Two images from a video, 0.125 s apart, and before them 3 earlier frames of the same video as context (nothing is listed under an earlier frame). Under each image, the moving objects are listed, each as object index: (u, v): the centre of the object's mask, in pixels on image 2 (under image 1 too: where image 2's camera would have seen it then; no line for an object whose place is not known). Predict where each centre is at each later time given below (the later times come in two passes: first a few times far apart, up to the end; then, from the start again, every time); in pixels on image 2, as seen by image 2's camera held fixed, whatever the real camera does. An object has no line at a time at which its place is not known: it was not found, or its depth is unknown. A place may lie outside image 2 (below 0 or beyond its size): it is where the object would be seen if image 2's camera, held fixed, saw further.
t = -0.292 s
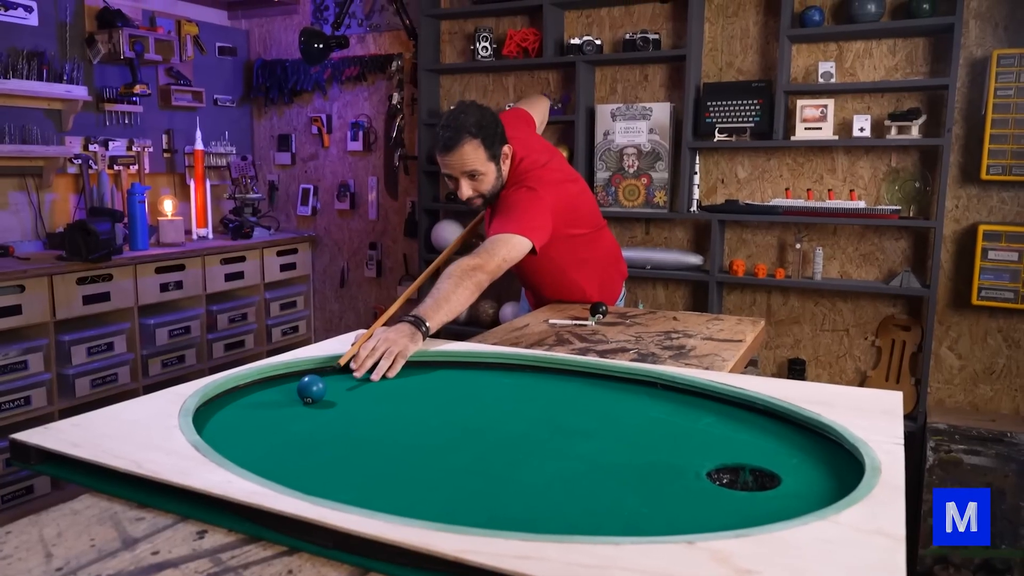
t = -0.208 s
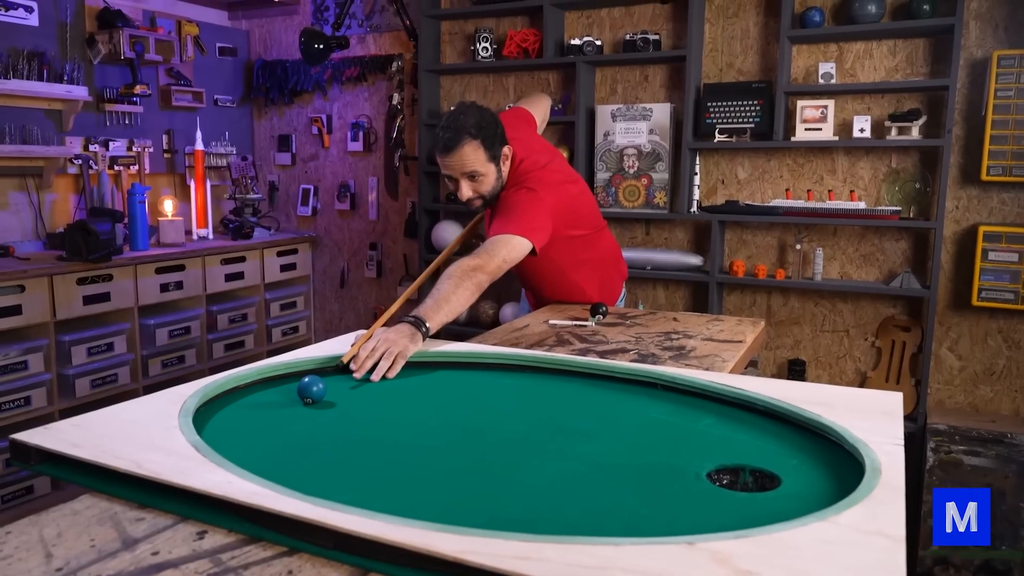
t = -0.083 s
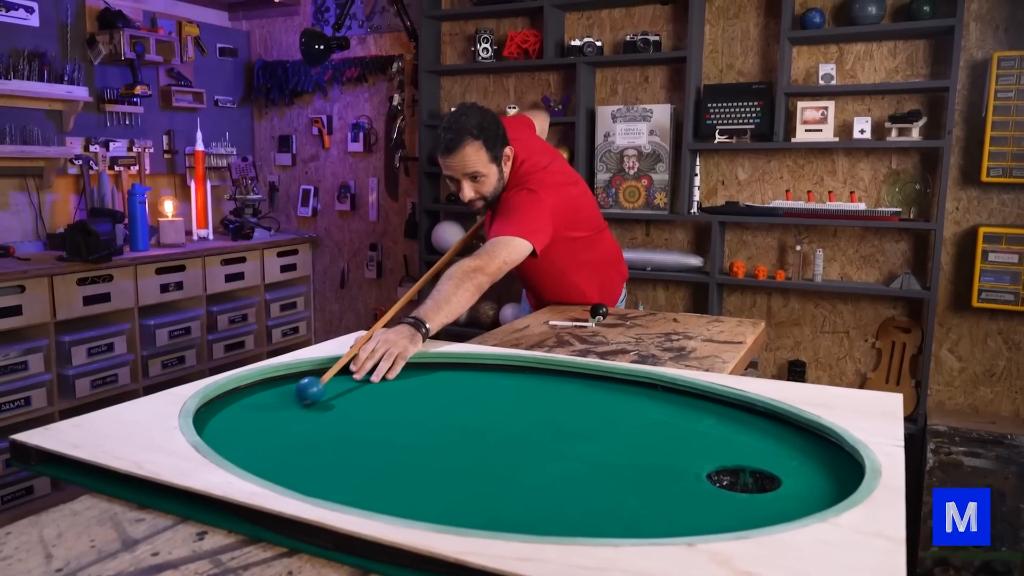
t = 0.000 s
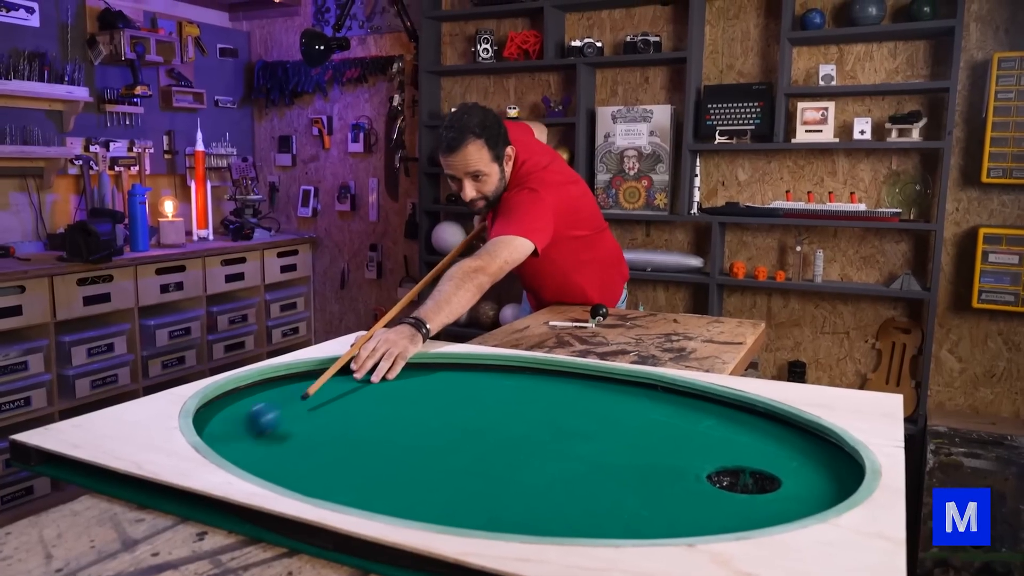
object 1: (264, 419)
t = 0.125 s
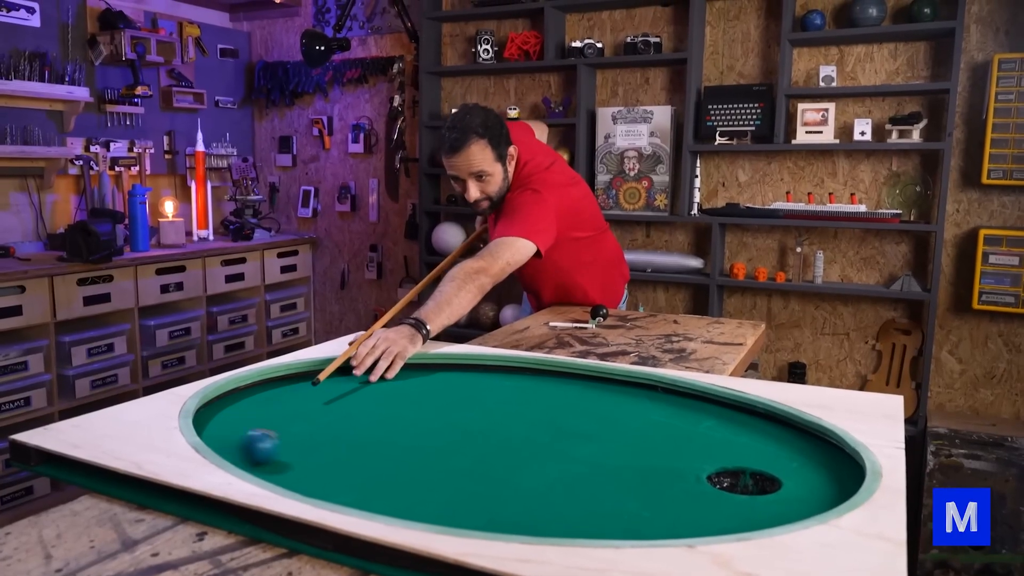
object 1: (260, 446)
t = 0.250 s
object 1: (344, 449)
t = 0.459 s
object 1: (482, 454)
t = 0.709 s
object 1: (644, 459)
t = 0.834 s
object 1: (724, 463)
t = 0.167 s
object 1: (288, 447)
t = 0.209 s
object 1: (316, 449)
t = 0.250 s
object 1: (344, 449)
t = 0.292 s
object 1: (371, 450)
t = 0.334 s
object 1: (399, 451)
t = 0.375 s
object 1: (426, 452)
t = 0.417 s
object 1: (453, 454)
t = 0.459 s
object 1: (482, 454)
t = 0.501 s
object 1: (509, 456)
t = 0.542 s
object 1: (536, 456)
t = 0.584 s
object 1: (562, 456)
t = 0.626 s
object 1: (590, 457)
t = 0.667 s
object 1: (617, 458)
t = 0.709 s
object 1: (644, 459)
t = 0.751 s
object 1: (670, 460)
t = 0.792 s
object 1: (697, 461)
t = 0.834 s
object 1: (724, 463)
